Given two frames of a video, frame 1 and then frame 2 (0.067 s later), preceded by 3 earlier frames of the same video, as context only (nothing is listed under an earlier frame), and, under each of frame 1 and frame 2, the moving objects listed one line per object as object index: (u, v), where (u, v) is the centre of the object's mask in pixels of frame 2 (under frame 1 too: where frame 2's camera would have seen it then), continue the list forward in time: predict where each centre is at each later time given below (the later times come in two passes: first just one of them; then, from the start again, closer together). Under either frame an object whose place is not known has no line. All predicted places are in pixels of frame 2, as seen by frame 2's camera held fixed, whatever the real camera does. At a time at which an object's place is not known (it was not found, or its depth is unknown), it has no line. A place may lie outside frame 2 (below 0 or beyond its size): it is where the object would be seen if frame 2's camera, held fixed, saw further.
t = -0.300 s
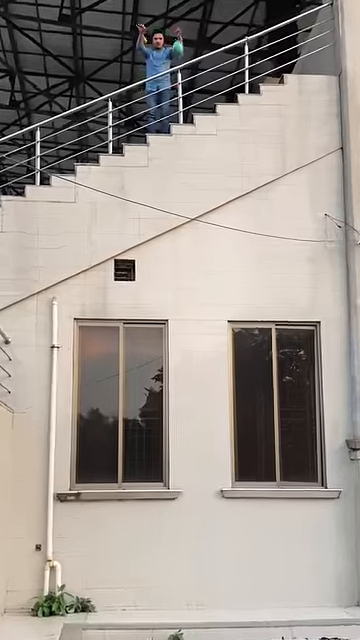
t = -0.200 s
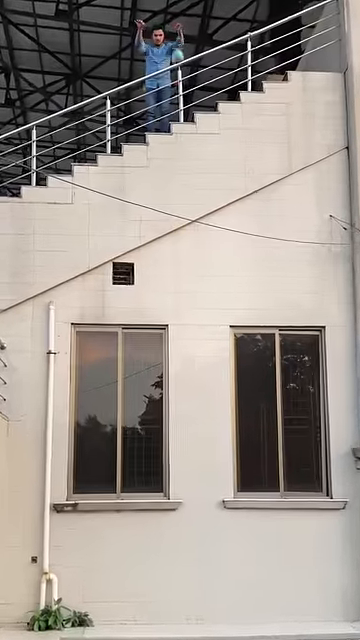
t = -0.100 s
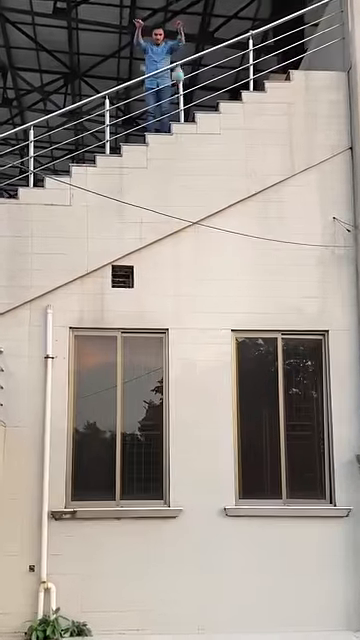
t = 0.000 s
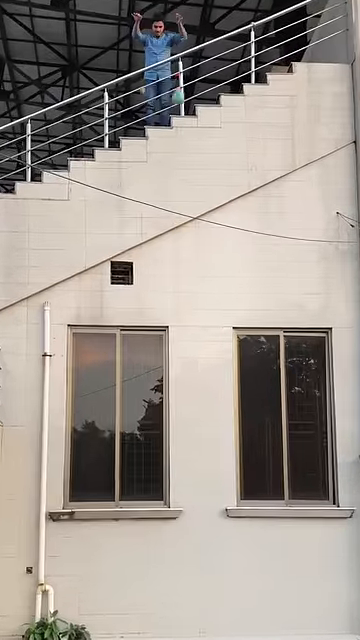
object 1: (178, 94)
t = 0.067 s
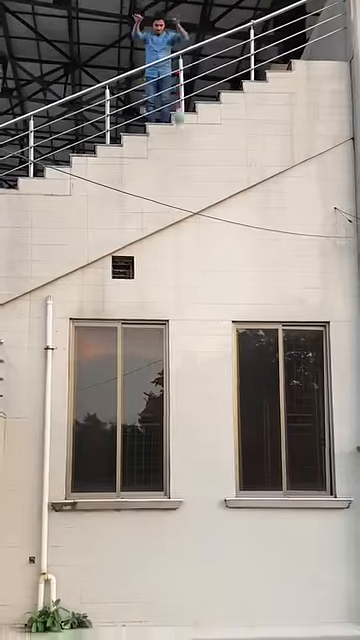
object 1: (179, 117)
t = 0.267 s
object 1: (178, 210)
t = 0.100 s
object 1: (178, 130)
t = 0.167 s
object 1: (178, 157)
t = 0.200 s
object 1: (178, 173)
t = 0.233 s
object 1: (178, 190)
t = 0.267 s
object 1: (178, 210)
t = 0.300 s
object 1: (178, 230)
